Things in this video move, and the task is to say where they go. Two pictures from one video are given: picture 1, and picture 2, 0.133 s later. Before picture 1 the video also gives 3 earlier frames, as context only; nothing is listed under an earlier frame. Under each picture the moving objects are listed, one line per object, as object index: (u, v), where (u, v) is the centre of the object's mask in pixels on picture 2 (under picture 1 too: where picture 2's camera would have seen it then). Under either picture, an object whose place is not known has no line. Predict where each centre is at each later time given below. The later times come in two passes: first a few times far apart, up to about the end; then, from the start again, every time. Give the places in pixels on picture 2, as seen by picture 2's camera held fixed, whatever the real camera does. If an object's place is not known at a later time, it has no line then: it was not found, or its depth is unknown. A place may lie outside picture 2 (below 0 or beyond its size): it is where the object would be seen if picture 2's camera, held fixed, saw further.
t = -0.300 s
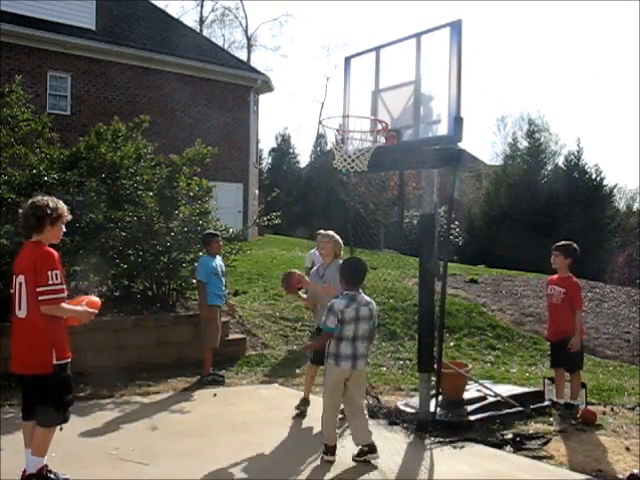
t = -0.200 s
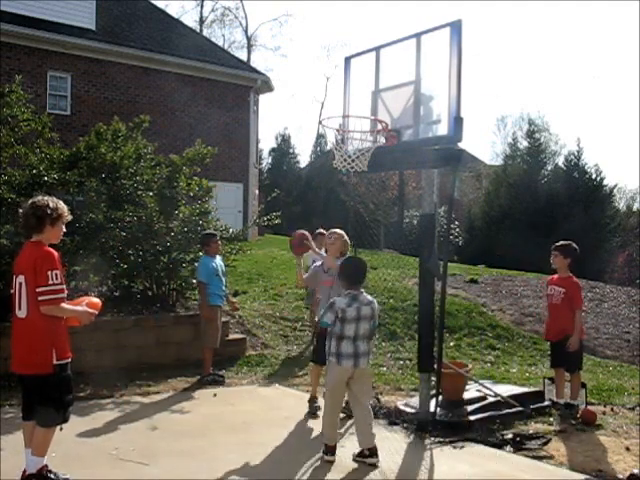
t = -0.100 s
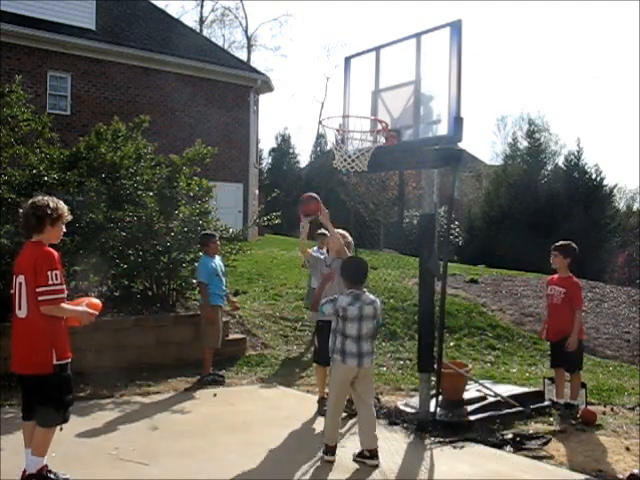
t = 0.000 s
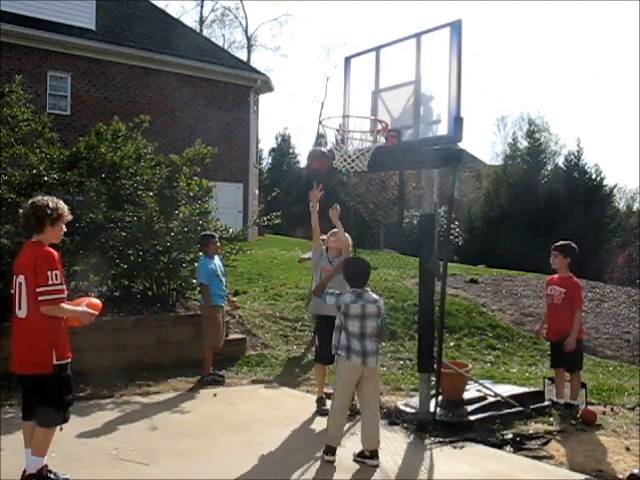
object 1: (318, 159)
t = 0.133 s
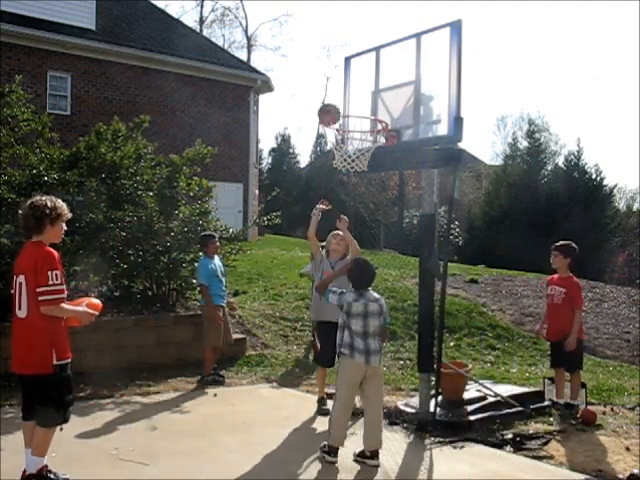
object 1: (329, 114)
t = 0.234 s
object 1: (337, 95)
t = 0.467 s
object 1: (358, 100)
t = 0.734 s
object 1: (371, 156)
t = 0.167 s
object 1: (332, 106)
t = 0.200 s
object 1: (335, 100)
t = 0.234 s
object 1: (337, 95)
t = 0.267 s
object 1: (340, 91)
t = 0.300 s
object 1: (343, 89)
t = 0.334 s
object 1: (346, 88)
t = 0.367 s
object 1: (349, 89)
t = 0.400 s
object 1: (352, 91)
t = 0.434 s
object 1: (355, 94)
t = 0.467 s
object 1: (358, 100)
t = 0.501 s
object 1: (361, 107)
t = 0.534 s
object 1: (364, 115)
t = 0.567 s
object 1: (367, 124)
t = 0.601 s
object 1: (370, 134)
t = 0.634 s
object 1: (371, 143)
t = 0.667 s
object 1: (371, 146)
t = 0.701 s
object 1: (372, 153)
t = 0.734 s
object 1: (371, 156)
